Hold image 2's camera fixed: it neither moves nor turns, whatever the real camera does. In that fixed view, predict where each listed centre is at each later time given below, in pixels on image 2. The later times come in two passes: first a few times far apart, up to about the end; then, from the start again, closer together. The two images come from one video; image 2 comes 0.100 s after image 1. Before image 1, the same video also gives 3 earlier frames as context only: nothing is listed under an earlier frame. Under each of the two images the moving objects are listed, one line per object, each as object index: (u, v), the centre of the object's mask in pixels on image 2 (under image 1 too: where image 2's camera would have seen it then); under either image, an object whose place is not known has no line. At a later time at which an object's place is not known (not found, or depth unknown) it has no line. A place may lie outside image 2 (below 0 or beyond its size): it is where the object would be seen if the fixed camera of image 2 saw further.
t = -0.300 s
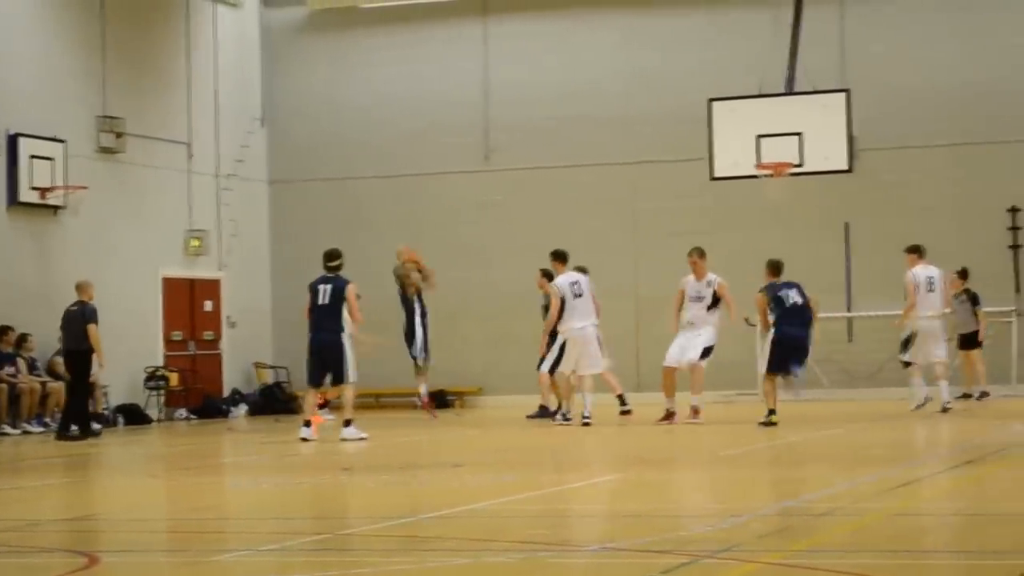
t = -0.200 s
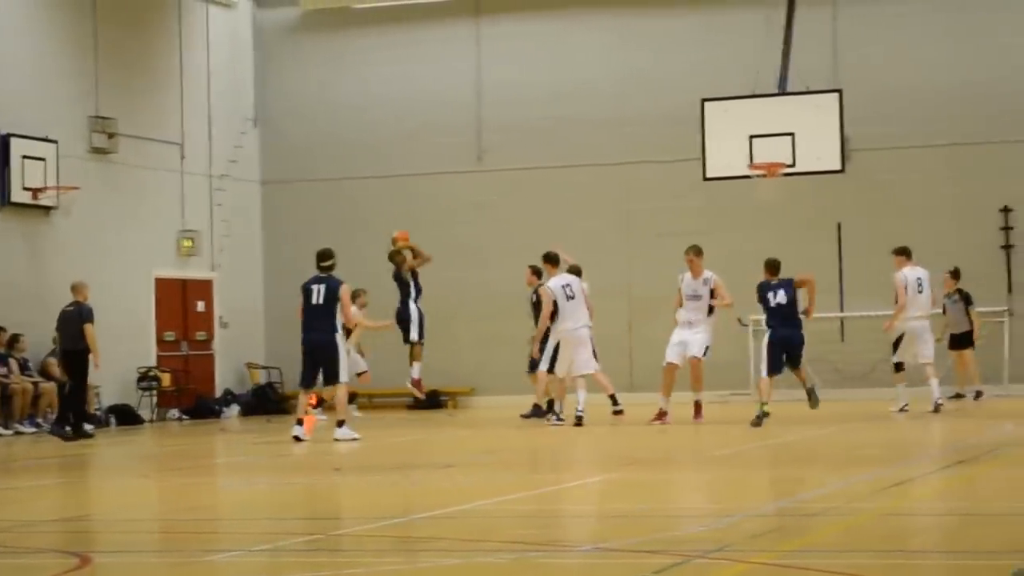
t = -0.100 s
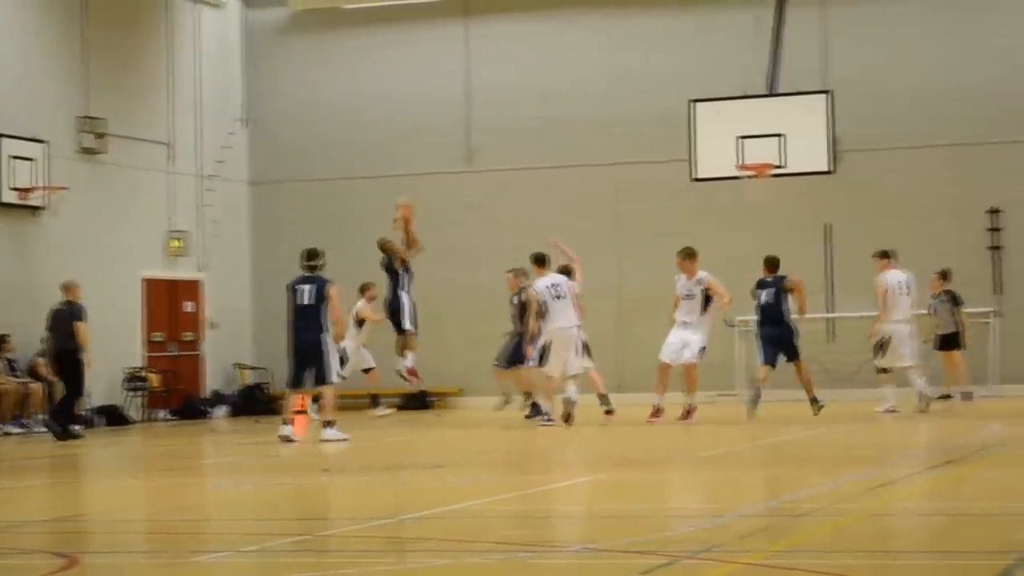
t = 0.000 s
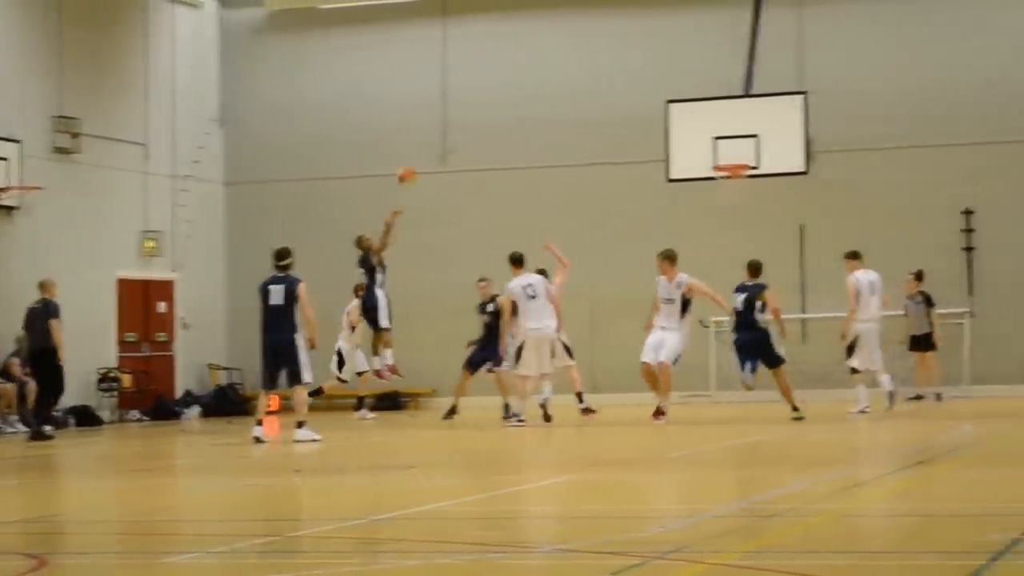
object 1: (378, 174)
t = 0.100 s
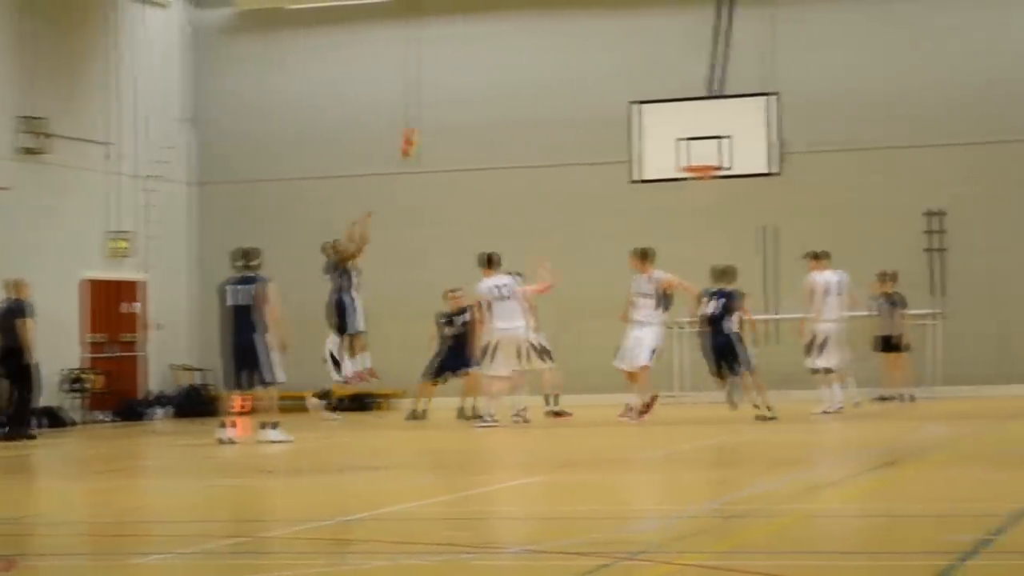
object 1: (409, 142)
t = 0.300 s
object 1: (470, 99)
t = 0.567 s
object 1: (558, 84)
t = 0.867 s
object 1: (662, 135)
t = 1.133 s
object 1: (673, 222)
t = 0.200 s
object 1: (437, 117)
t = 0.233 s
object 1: (449, 109)
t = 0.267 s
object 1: (460, 104)
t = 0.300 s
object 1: (470, 99)
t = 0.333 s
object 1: (479, 95)
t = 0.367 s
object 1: (489, 91)
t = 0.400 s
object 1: (502, 88)
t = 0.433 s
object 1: (515, 86)
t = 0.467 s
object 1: (524, 85)
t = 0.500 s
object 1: (536, 84)
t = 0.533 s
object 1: (547, 83)
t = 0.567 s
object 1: (558, 84)
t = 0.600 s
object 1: (571, 87)
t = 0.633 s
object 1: (585, 91)
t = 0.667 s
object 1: (593, 94)
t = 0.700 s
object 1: (605, 99)
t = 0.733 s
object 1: (616, 103)
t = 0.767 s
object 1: (627, 109)
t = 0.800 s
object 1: (640, 118)
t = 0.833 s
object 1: (654, 128)
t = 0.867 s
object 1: (662, 135)
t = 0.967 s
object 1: (700, 170)
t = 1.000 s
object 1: (695, 180)
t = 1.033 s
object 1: (688, 192)
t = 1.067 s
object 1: (682, 202)
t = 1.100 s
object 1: (678, 209)
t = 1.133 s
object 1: (673, 222)
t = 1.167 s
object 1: (670, 230)
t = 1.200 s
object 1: (666, 244)
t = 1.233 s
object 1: (660, 260)
